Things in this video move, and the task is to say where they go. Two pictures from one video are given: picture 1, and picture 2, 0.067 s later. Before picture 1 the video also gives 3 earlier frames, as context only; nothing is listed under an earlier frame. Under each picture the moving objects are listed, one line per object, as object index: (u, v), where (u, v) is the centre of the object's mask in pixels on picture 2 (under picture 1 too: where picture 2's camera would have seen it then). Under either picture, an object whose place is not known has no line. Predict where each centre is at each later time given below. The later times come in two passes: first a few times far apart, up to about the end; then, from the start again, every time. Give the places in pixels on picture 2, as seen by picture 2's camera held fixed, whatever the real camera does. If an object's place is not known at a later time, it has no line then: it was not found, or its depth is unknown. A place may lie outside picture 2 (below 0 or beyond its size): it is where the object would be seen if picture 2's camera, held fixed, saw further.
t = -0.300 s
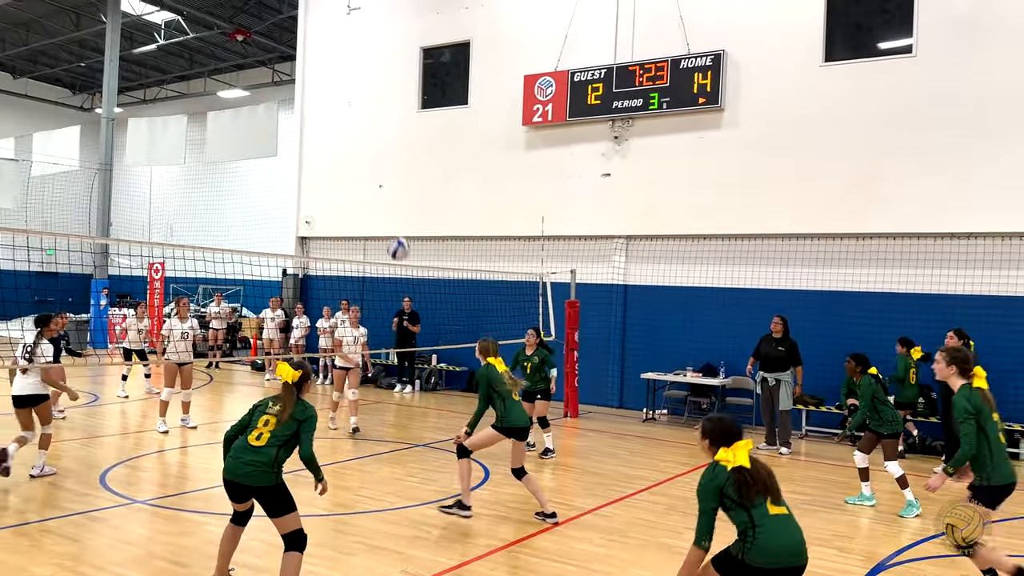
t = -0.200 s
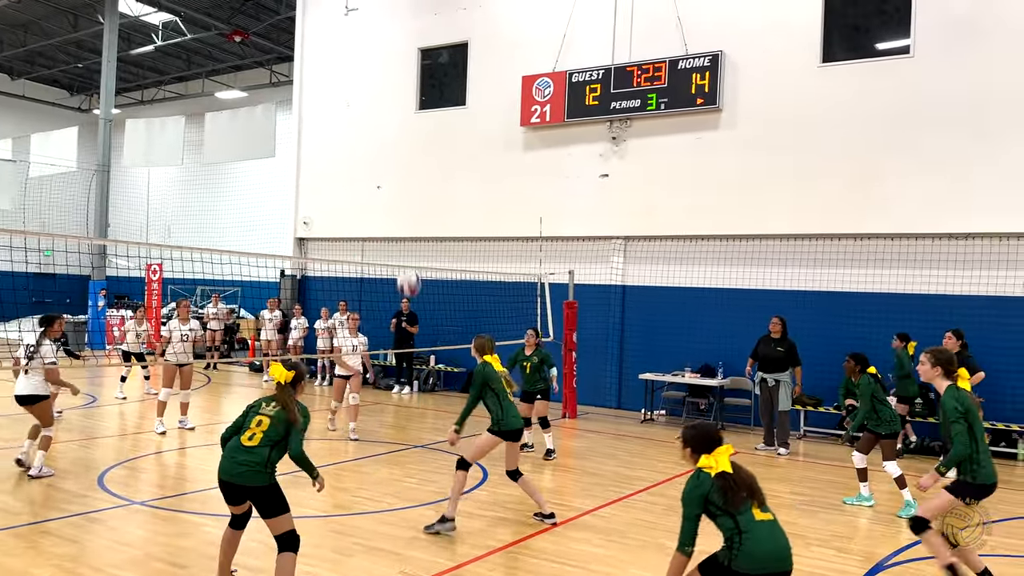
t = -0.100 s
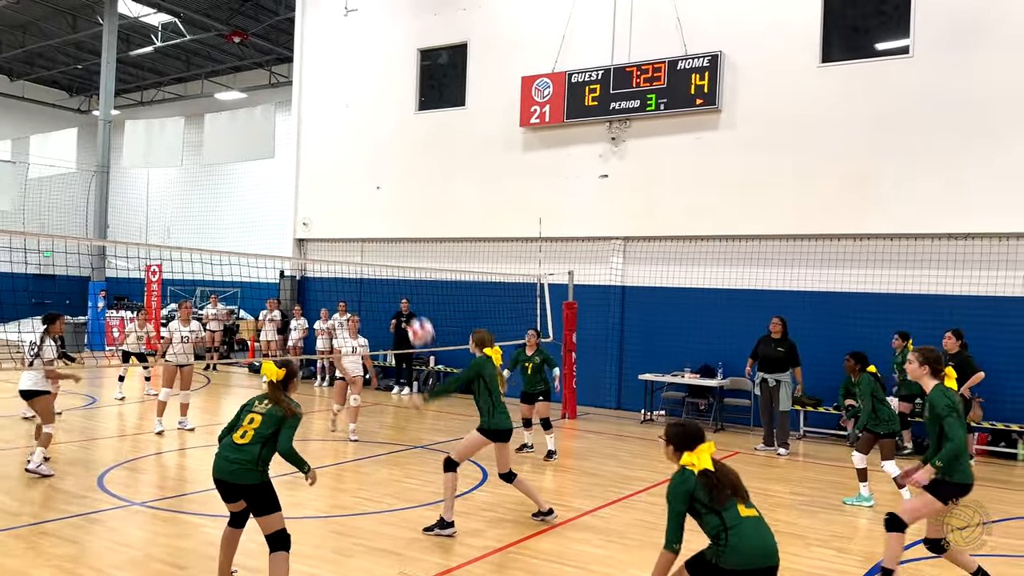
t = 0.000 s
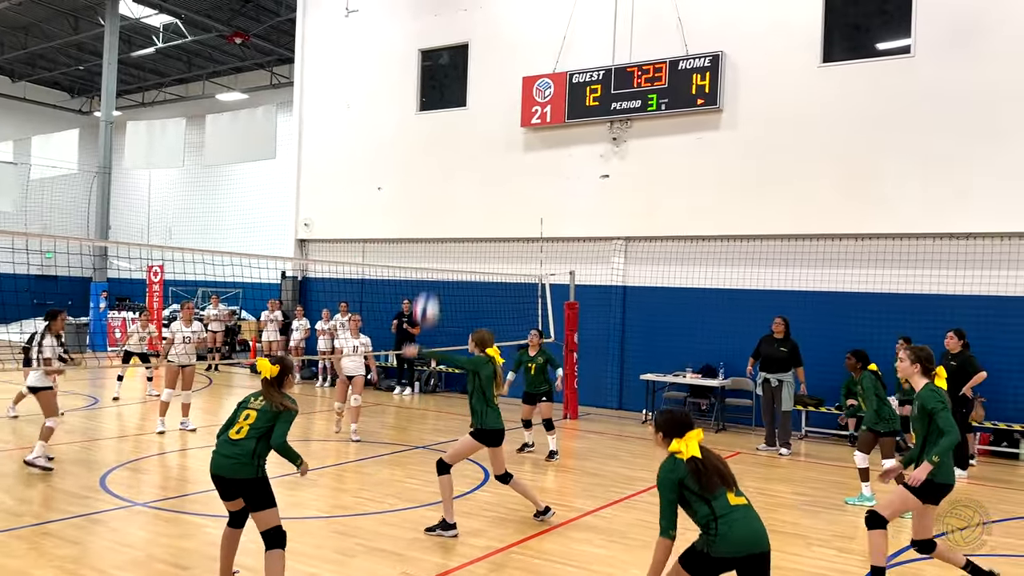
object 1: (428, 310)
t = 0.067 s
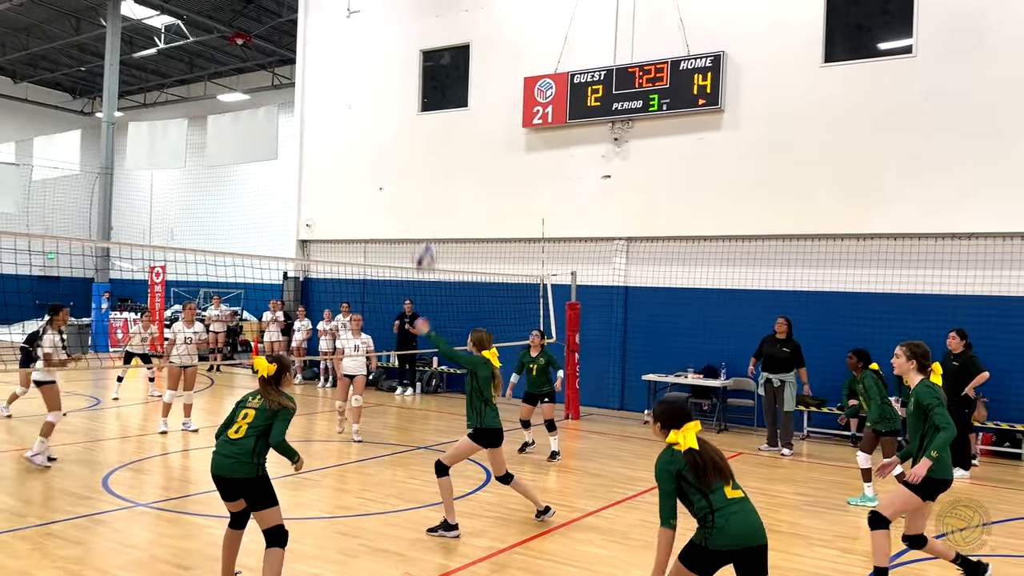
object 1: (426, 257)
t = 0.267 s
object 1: (412, 139)
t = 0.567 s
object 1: (392, 61)
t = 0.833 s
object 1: (374, 77)
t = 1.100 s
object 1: (355, 160)
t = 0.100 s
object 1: (422, 232)
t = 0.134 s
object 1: (420, 210)
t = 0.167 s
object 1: (419, 190)
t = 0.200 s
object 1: (417, 171)
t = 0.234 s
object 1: (415, 154)
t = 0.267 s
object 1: (412, 139)
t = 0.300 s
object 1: (410, 124)
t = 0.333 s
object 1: (408, 112)
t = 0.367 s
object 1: (405, 101)
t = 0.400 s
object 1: (403, 91)
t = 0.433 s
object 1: (401, 82)
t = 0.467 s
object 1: (399, 75)
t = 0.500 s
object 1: (397, 70)
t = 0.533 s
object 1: (394, 65)
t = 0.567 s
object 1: (392, 61)
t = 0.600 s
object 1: (390, 59)
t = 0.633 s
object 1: (387, 58)
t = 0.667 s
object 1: (385, 58)
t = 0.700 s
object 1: (383, 60)
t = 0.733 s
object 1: (381, 62)
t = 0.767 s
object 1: (378, 66)
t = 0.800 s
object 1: (376, 71)
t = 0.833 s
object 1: (374, 77)
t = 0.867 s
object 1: (371, 84)
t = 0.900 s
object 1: (369, 91)
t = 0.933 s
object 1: (367, 100)
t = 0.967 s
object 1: (364, 110)
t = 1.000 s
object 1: (362, 121)
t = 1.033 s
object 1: (360, 133)
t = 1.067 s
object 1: (358, 146)
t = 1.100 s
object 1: (355, 160)
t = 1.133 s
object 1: (353, 174)
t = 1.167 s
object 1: (351, 189)
